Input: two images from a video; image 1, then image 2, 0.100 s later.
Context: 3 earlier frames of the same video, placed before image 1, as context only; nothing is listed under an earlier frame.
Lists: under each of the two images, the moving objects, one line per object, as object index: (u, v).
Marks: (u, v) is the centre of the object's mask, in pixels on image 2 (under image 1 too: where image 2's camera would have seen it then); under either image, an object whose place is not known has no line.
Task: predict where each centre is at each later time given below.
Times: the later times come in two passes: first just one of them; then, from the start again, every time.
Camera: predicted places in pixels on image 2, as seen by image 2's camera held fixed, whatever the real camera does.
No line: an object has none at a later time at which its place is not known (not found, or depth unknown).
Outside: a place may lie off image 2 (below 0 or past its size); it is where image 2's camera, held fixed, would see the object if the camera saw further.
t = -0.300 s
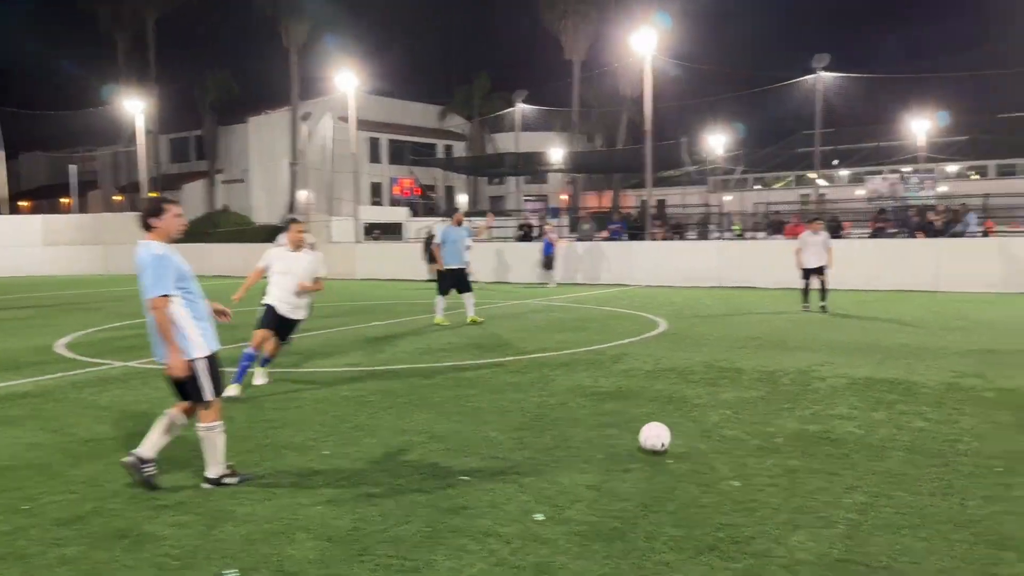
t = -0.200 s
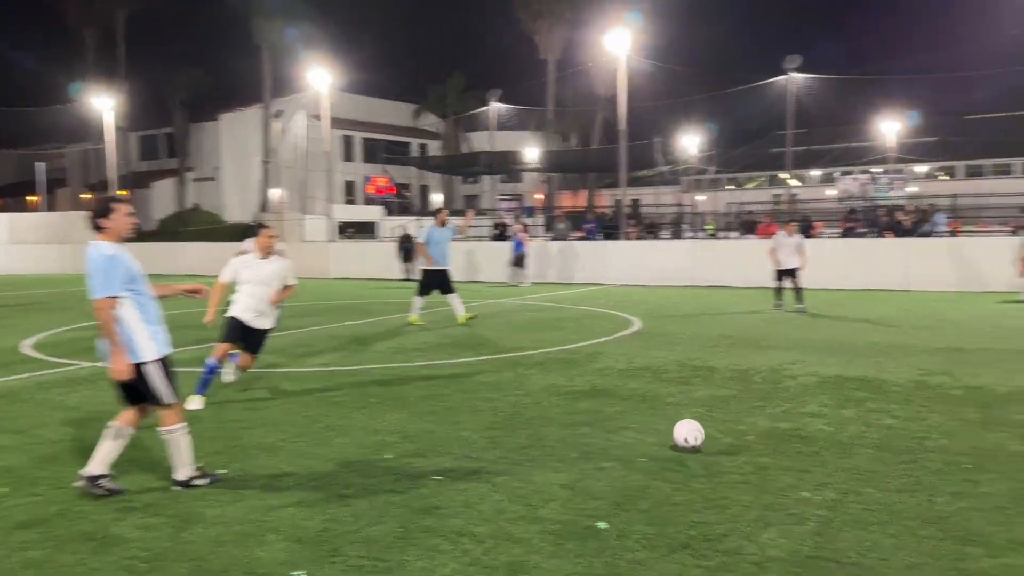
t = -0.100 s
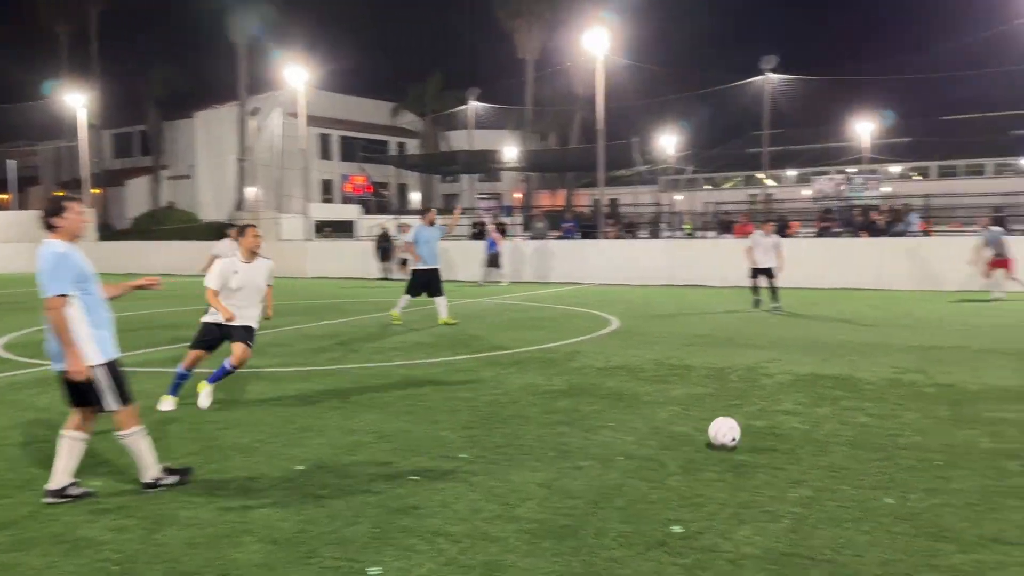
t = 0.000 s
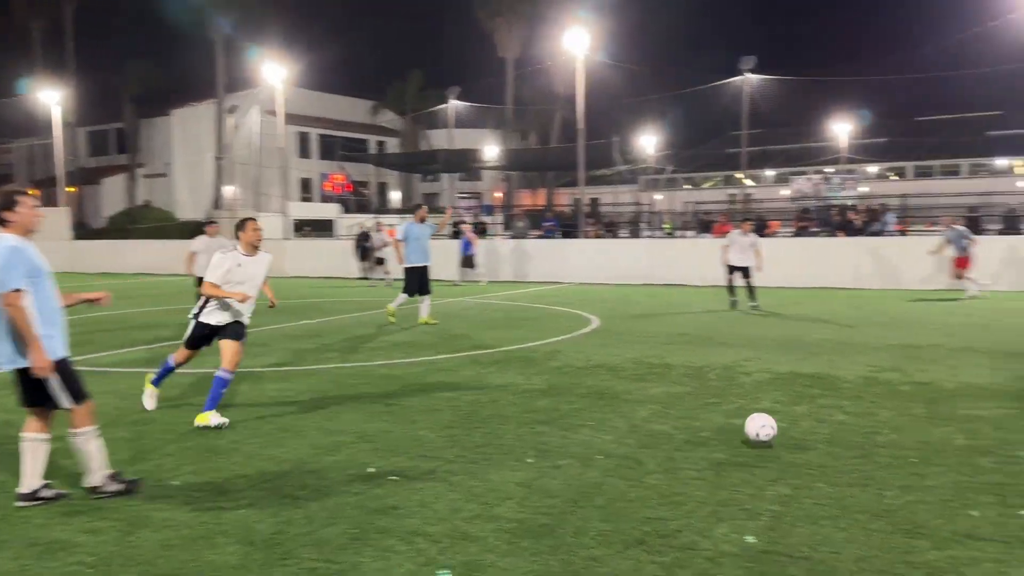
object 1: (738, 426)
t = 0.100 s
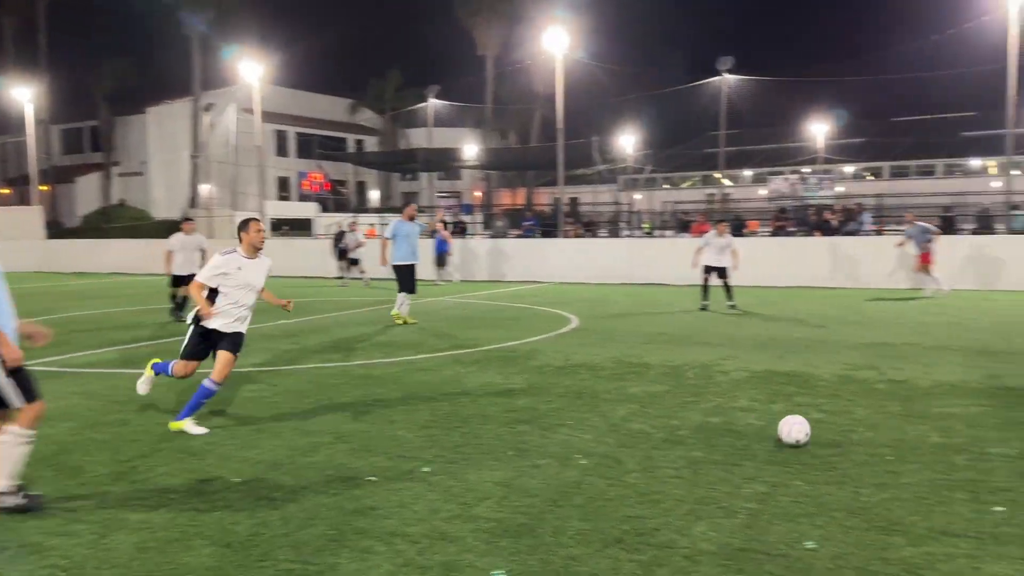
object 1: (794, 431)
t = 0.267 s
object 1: (885, 431)
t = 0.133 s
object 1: (812, 429)
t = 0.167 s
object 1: (830, 428)
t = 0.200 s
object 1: (848, 429)
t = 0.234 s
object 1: (866, 432)
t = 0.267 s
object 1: (885, 431)
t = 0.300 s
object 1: (903, 429)
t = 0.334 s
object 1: (920, 430)
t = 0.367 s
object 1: (938, 431)
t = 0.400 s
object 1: (956, 432)
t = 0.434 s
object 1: (973, 431)
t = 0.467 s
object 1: (991, 431)
